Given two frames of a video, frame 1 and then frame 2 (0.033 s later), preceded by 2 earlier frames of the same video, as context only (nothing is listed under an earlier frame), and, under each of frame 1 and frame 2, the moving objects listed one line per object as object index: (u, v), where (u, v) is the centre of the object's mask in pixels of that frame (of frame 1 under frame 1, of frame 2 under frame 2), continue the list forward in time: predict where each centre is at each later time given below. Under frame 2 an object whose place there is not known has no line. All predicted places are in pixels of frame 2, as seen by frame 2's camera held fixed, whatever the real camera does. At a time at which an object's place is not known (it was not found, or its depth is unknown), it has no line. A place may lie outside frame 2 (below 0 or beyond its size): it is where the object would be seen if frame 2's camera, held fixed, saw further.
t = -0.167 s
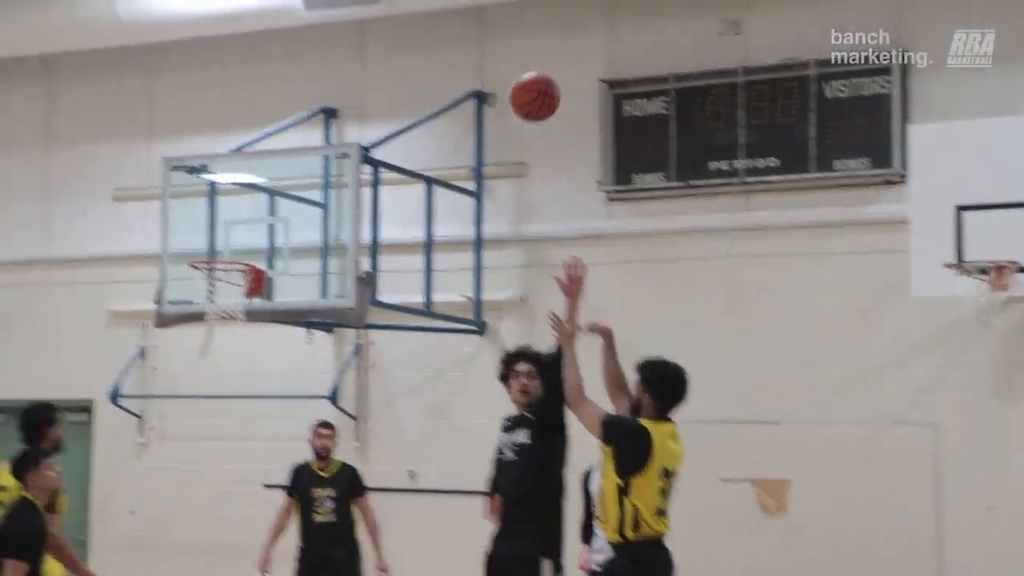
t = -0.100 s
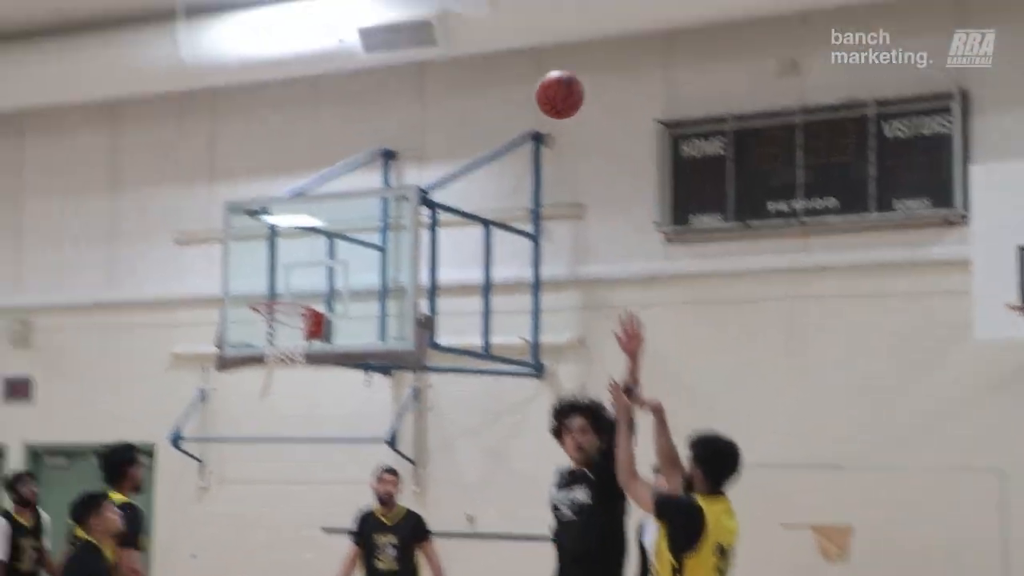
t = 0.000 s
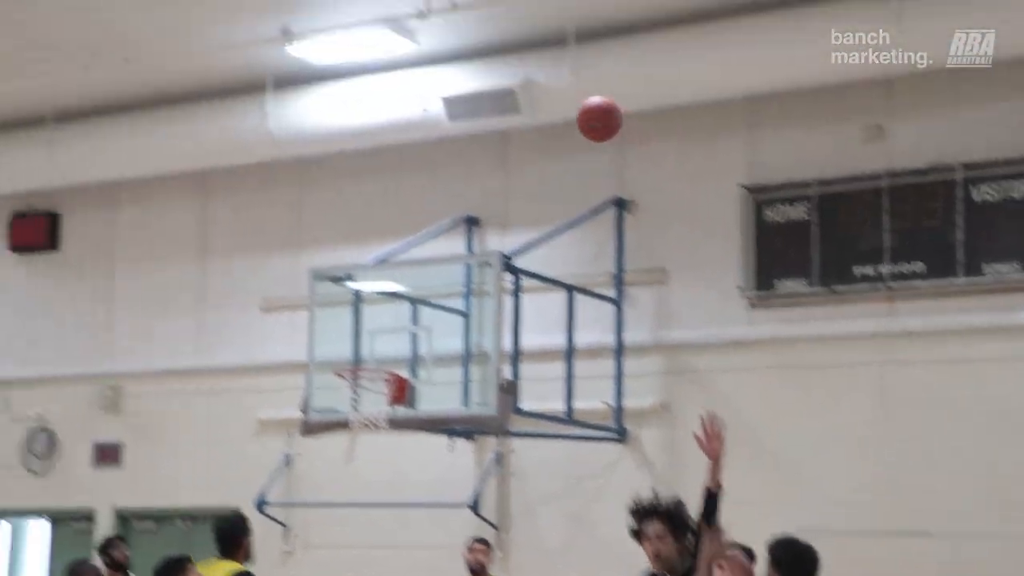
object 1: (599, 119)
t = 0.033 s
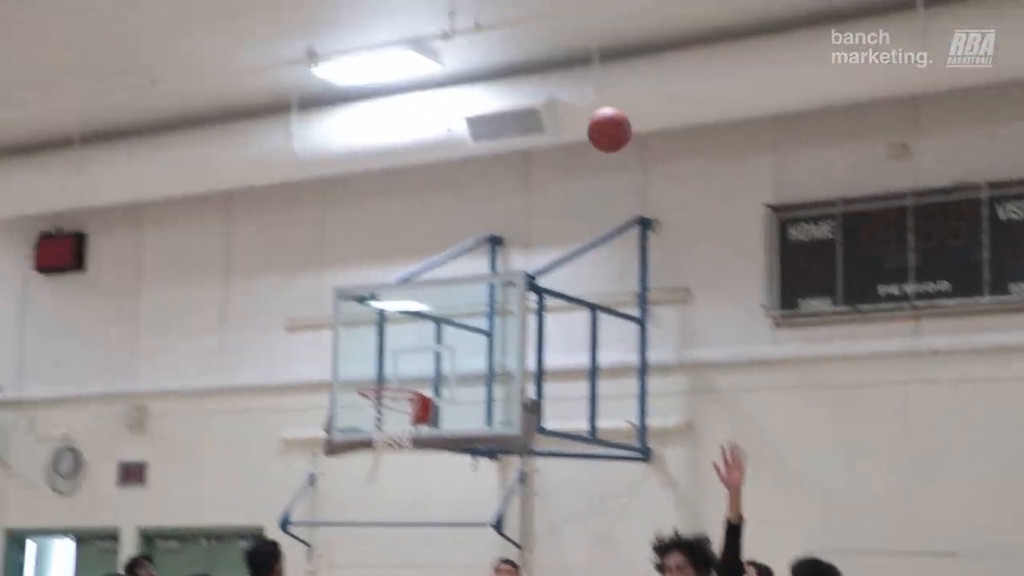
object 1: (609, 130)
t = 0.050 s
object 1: (602, 127)
